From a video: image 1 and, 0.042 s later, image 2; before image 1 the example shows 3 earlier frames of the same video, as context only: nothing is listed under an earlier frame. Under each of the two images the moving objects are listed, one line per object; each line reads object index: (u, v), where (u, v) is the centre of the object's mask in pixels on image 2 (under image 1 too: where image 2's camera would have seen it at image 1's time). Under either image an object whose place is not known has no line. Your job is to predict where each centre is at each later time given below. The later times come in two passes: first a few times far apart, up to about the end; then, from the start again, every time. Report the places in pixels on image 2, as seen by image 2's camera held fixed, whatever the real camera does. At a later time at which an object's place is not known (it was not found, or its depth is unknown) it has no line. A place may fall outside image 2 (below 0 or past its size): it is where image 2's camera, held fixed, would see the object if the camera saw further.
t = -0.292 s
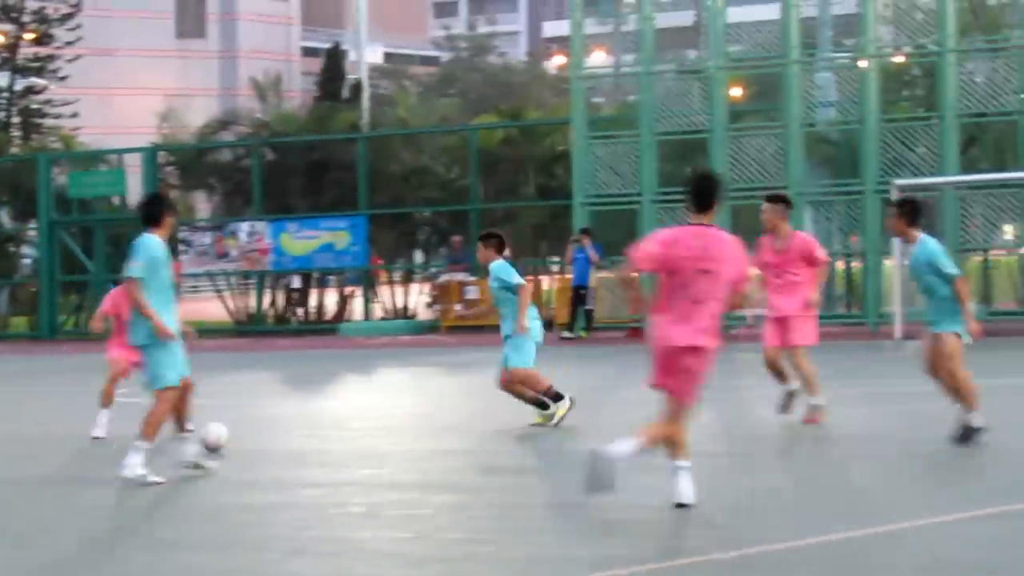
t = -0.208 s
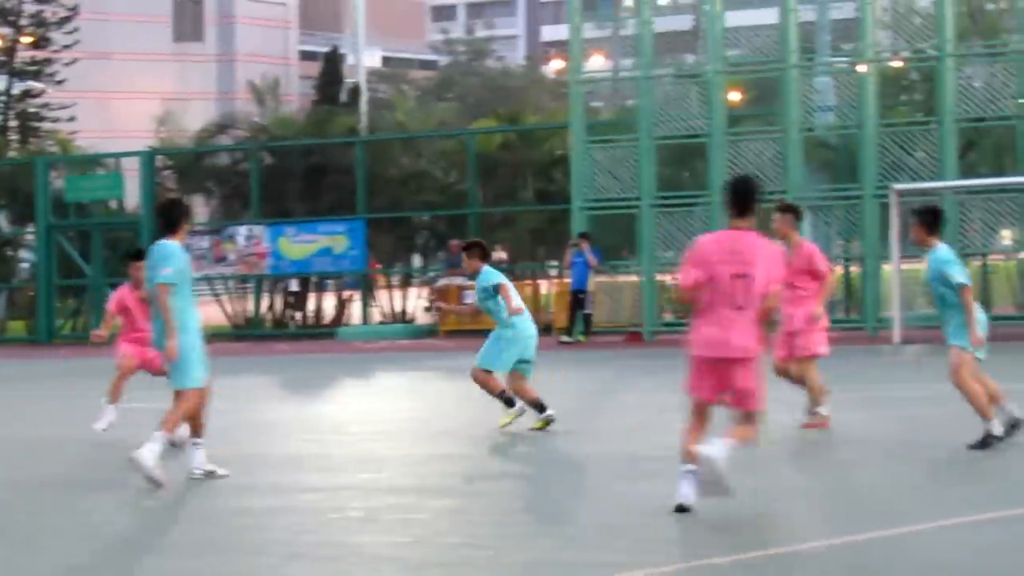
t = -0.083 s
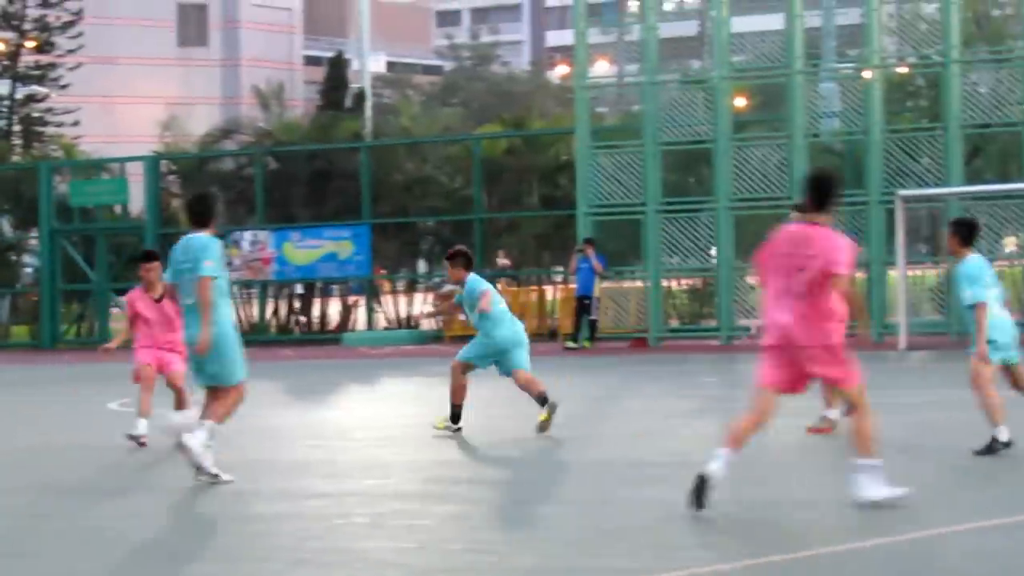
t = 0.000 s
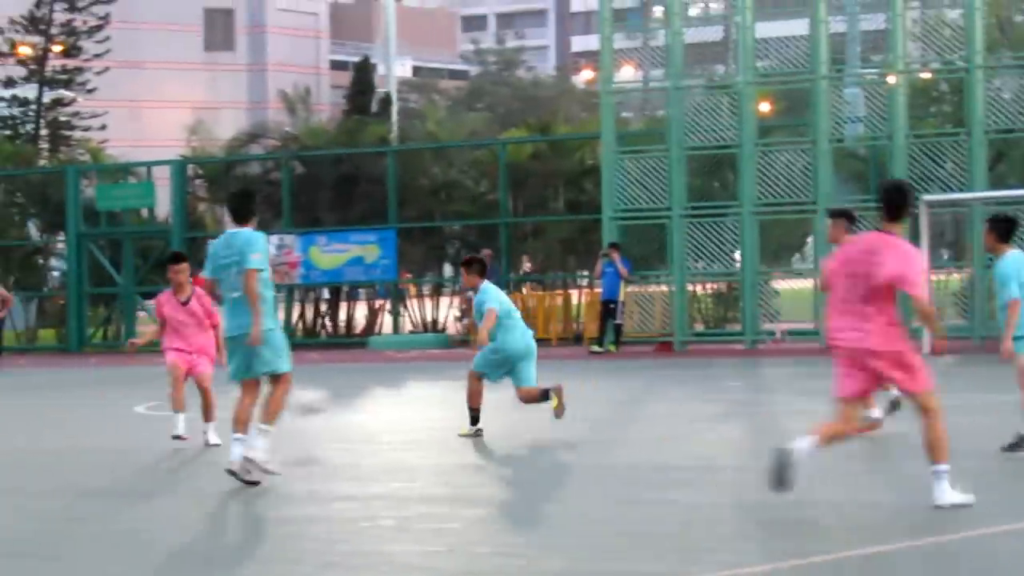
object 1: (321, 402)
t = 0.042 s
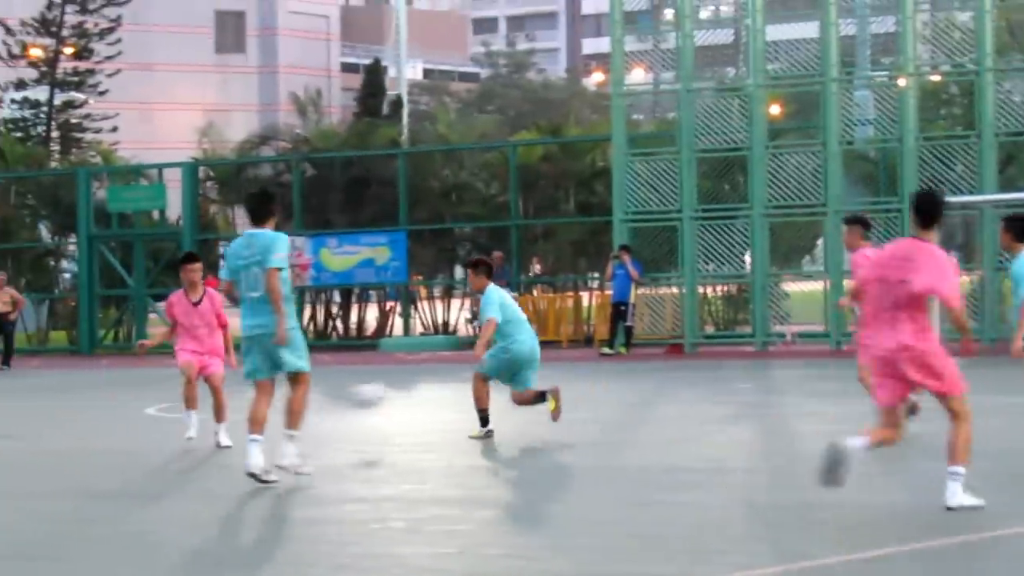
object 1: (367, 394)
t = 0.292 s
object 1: (664, 385)
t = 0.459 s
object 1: (846, 413)
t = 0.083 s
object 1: (419, 387)
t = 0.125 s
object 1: (466, 383)
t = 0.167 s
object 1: (517, 382)
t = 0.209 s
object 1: (565, 380)
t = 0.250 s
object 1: (614, 382)
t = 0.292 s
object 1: (664, 385)
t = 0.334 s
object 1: (710, 391)
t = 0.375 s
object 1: (757, 398)
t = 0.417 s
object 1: (805, 409)
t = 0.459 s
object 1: (846, 413)
